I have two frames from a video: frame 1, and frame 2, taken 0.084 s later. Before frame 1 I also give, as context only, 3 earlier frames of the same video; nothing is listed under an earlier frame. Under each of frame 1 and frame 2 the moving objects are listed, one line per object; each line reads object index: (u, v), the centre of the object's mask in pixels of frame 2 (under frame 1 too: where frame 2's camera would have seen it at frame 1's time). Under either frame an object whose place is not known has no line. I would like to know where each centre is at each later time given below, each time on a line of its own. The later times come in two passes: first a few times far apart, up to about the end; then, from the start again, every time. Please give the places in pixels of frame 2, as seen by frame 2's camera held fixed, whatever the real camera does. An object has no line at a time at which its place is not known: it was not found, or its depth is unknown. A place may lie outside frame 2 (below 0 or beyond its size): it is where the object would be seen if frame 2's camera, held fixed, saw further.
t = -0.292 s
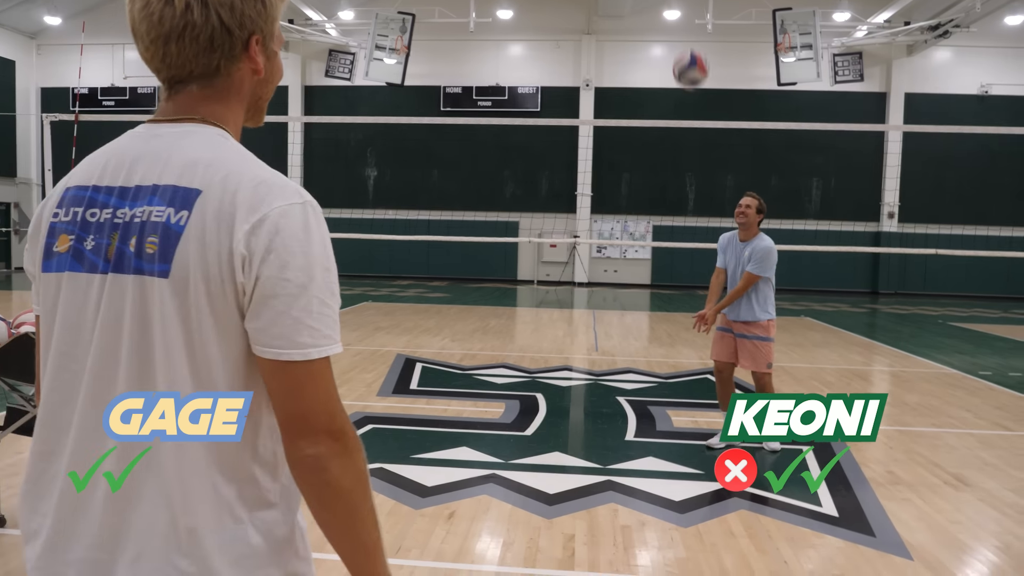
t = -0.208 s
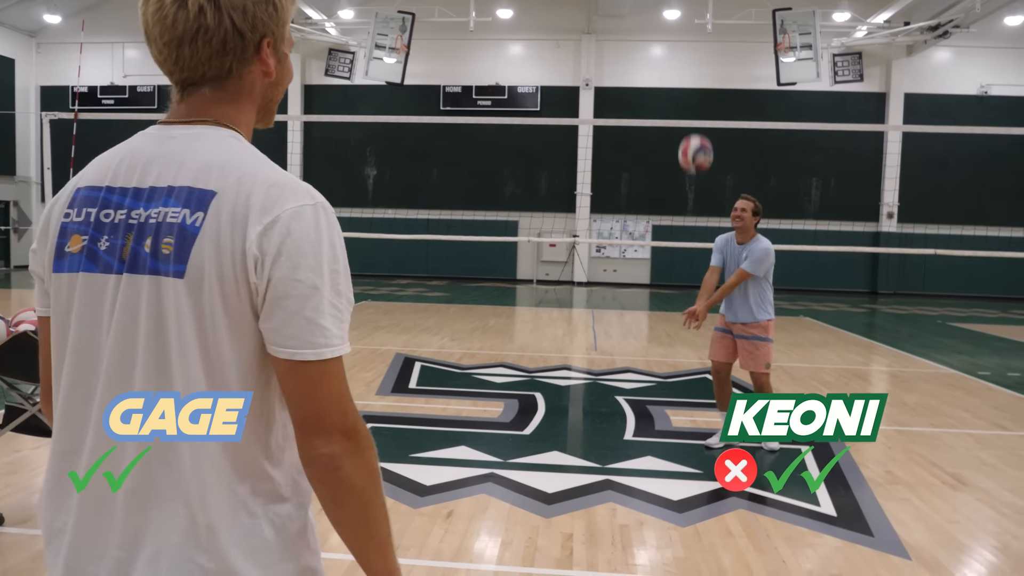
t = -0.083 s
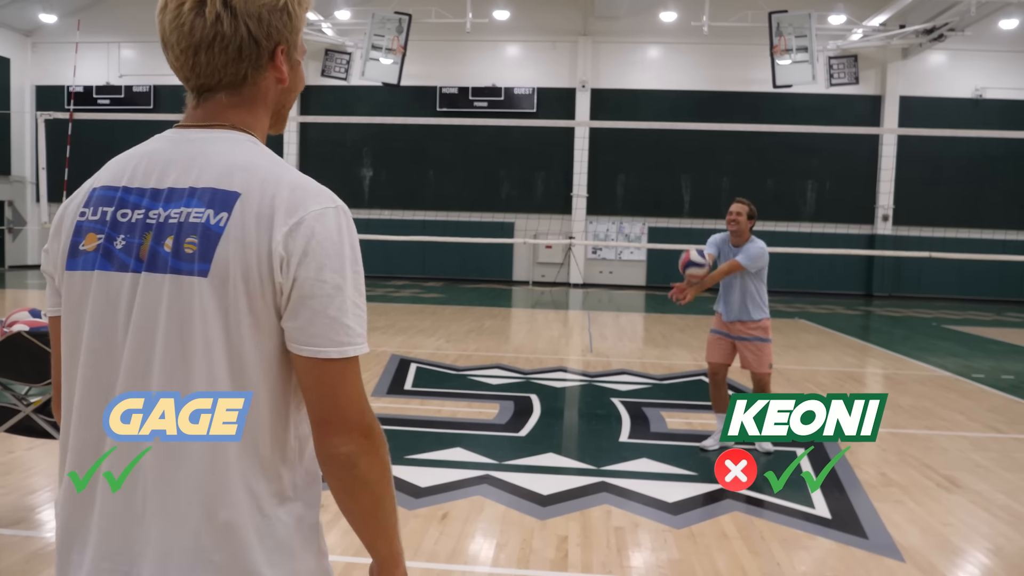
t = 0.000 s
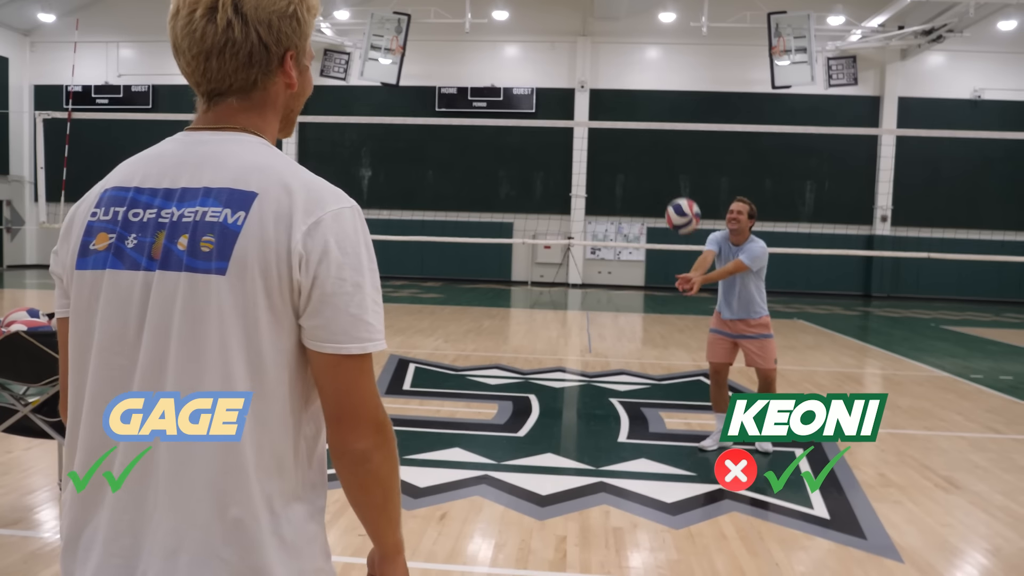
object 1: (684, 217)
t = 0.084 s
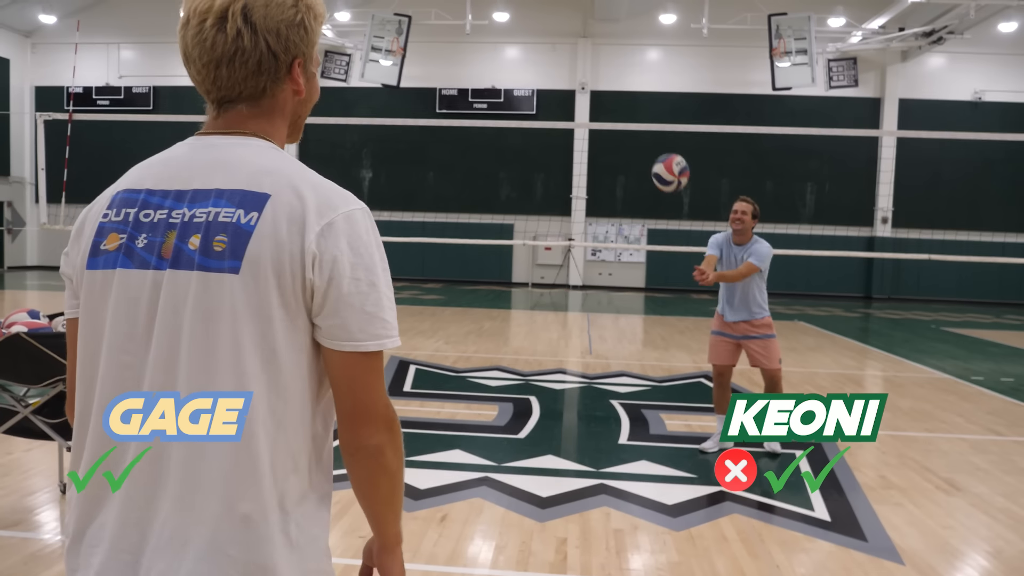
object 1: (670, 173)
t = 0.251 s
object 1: (637, 103)
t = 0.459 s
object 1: (578, 77)
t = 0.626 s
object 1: (502, 138)
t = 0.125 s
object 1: (663, 153)
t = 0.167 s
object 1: (655, 134)
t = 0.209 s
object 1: (647, 117)
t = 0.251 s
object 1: (637, 103)
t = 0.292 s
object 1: (629, 93)
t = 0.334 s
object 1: (618, 84)
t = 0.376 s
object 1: (606, 78)
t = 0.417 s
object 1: (593, 75)
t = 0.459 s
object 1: (578, 77)
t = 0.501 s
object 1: (563, 83)
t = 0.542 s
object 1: (547, 96)
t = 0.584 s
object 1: (526, 113)
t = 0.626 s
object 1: (502, 138)
